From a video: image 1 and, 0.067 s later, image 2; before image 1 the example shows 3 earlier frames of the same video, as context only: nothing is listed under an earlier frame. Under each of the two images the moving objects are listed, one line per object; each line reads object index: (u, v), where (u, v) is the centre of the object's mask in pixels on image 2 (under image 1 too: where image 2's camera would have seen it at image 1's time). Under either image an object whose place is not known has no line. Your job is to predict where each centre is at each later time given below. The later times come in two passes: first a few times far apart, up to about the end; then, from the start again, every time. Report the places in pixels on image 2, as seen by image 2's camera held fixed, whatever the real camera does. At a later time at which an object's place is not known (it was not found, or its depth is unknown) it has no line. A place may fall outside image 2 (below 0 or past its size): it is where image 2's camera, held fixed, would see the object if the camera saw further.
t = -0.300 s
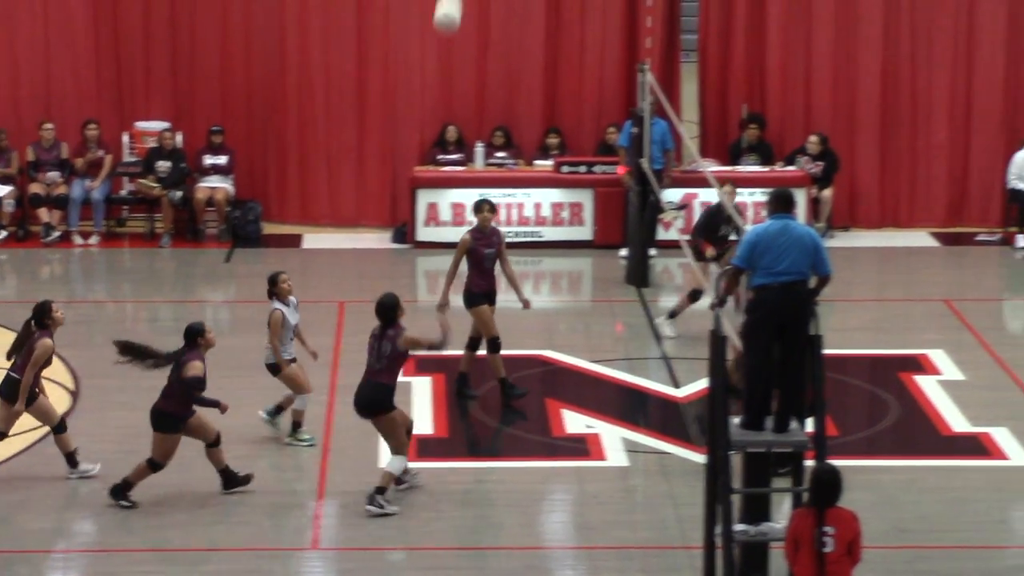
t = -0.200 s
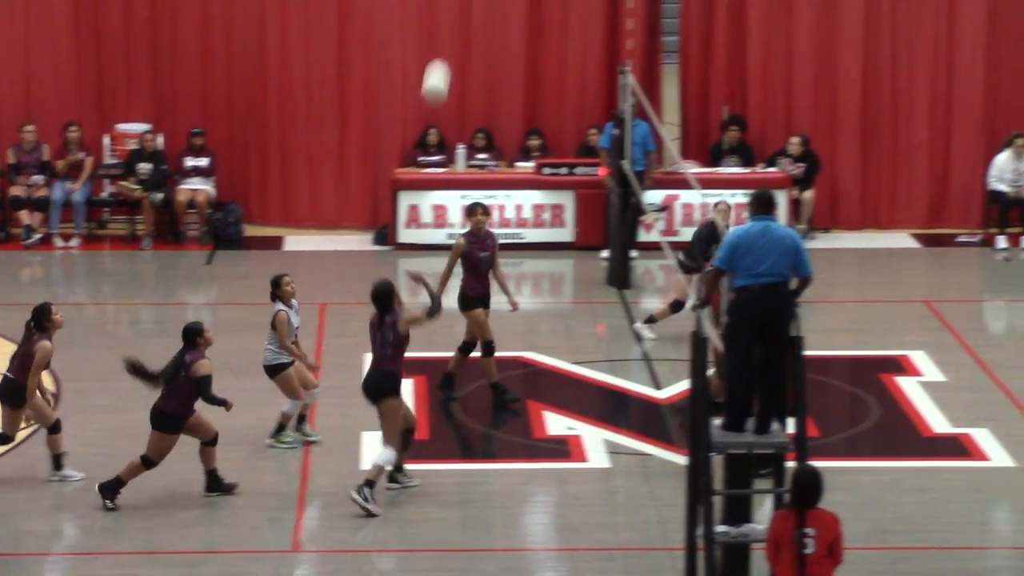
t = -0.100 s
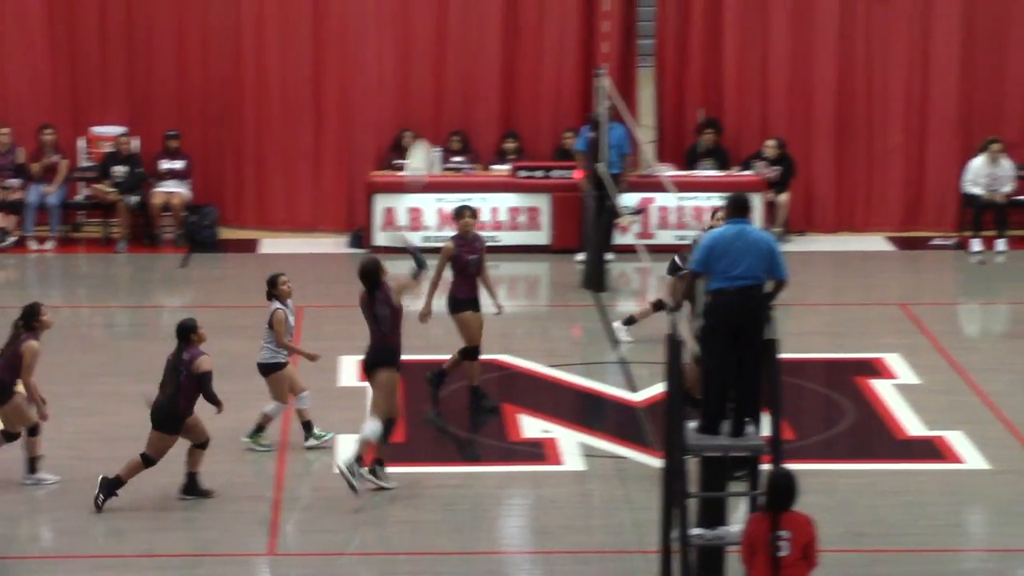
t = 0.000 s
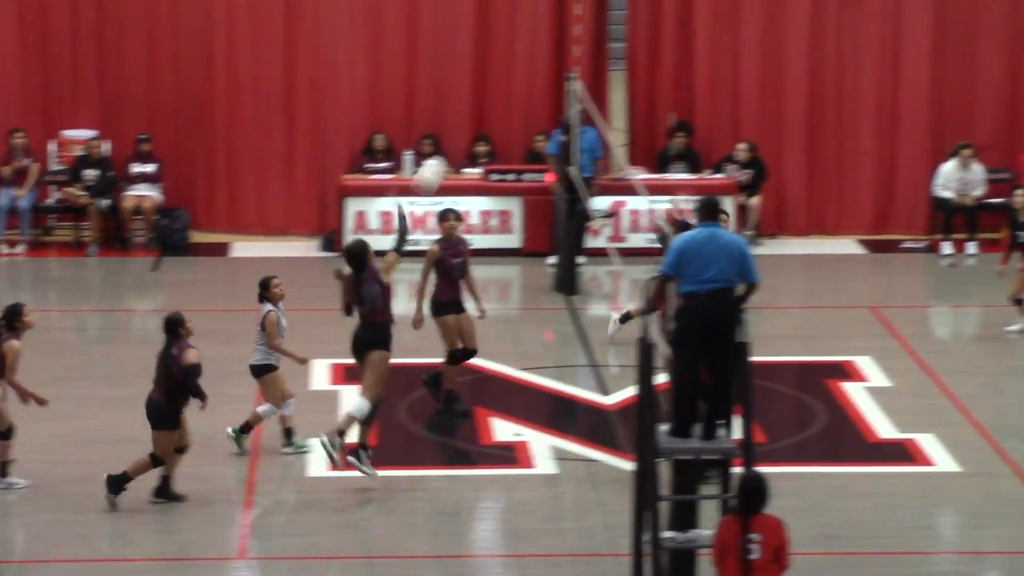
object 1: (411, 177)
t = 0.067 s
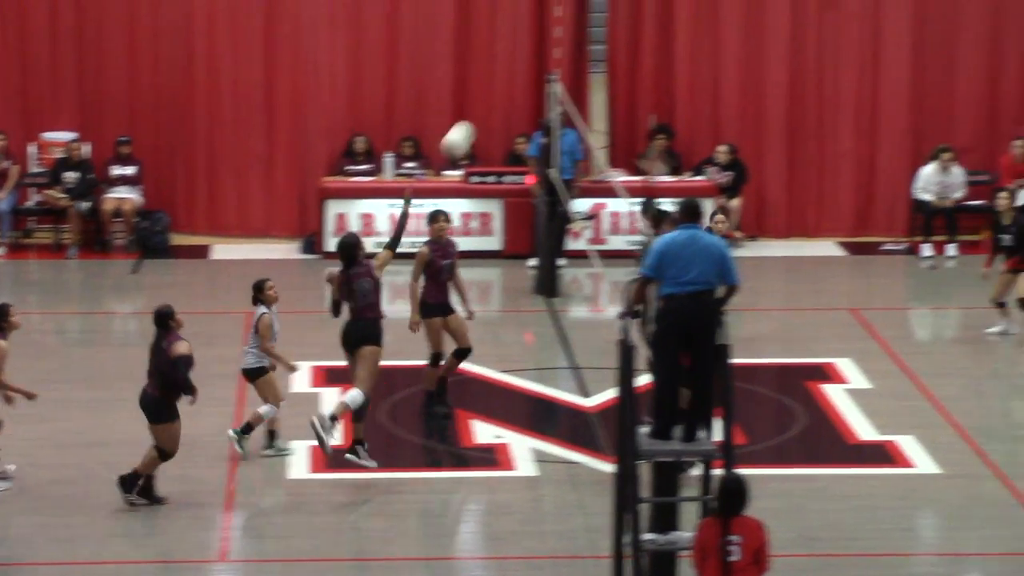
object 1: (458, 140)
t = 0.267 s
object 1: (594, 62)
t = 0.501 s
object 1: (744, 35)
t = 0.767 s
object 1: (888, 84)
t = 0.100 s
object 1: (482, 123)
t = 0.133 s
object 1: (505, 108)
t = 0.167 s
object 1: (528, 93)
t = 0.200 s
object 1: (550, 82)
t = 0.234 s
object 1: (573, 71)
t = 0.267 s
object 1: (594, 62)
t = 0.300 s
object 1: (616, 54)
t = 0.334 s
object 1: (638, 48)
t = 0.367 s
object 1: (660, 43)
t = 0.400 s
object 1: (681, 39)
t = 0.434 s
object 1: (704, 36)
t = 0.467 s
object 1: (724, 35)
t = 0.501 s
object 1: (744, 35)
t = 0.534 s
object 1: (763, 37)
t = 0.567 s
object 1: (781, 40)
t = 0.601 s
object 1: (800, 44)
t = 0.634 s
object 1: (819, 49)
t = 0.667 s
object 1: (836, 56)
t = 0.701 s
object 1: (854, 64)
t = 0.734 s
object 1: (871, 73)
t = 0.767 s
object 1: (888, 84)
